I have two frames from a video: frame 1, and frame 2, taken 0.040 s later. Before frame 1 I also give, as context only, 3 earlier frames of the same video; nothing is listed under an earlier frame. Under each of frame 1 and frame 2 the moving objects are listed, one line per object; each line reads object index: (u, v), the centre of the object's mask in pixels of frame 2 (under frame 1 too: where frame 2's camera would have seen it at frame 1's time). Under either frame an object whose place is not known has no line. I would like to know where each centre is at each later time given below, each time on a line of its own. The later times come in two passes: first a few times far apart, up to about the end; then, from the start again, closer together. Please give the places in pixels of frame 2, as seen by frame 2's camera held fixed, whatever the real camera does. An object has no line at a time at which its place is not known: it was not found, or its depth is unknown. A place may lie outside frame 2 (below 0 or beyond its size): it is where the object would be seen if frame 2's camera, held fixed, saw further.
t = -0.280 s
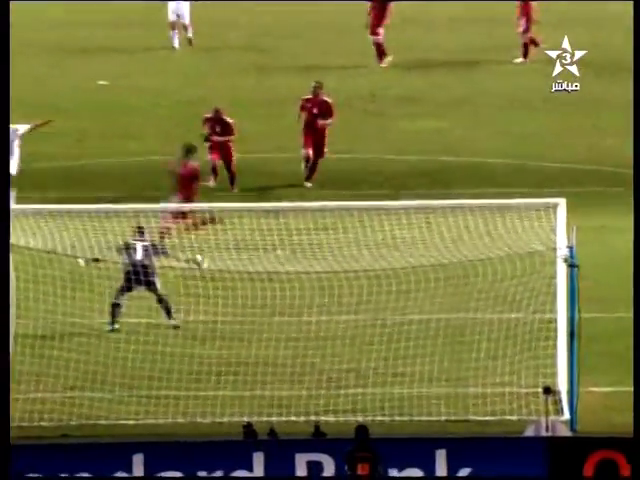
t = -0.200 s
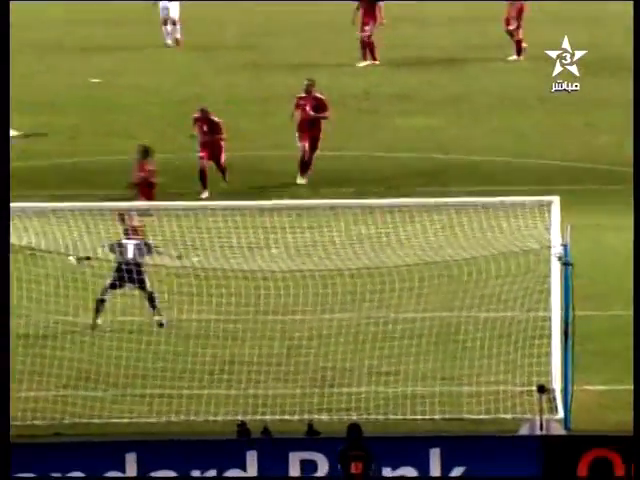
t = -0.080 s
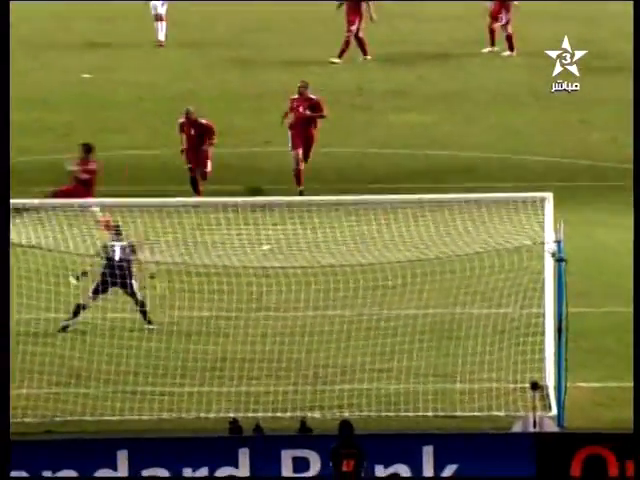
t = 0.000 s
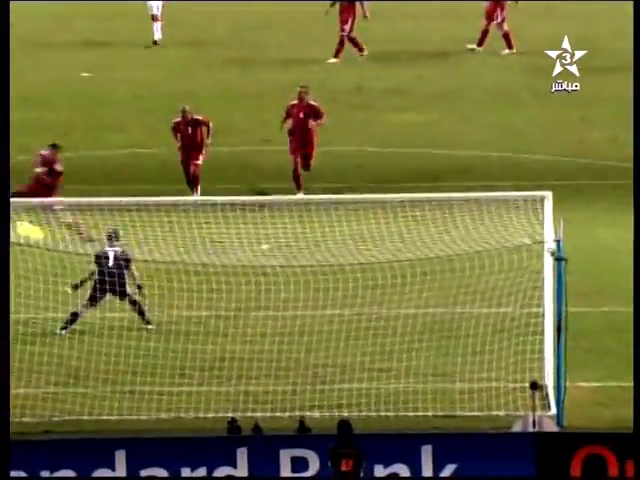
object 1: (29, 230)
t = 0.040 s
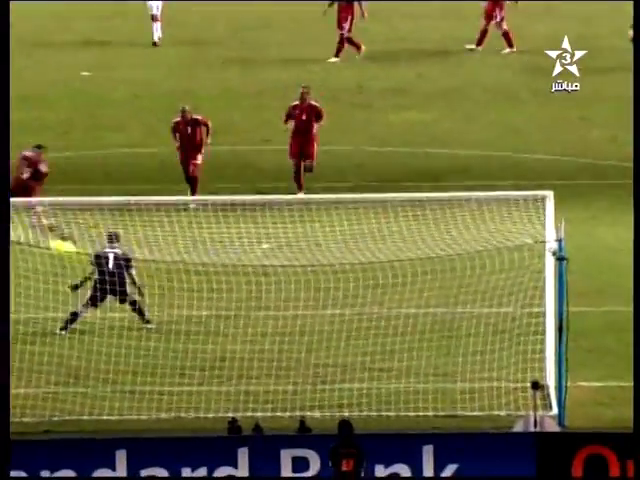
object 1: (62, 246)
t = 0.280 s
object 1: (228, 264)
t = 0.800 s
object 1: (519, 360)
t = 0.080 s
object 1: (88, 250)
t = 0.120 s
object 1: (128, 249)
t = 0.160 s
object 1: (147, 252)
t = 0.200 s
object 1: (176, 255)
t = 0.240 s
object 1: (203, 259)
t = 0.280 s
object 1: (228, 264)
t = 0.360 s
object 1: (271, 272)
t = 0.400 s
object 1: (298, 278)
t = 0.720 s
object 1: (477, 340)
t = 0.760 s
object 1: (491, 347)
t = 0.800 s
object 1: (519, 360)
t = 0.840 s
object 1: (533, 368)
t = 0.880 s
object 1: (544, 375)
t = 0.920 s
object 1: (569, 377)
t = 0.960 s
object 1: (571, 375)
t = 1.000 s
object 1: (573, 374)
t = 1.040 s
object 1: (574, 373)
